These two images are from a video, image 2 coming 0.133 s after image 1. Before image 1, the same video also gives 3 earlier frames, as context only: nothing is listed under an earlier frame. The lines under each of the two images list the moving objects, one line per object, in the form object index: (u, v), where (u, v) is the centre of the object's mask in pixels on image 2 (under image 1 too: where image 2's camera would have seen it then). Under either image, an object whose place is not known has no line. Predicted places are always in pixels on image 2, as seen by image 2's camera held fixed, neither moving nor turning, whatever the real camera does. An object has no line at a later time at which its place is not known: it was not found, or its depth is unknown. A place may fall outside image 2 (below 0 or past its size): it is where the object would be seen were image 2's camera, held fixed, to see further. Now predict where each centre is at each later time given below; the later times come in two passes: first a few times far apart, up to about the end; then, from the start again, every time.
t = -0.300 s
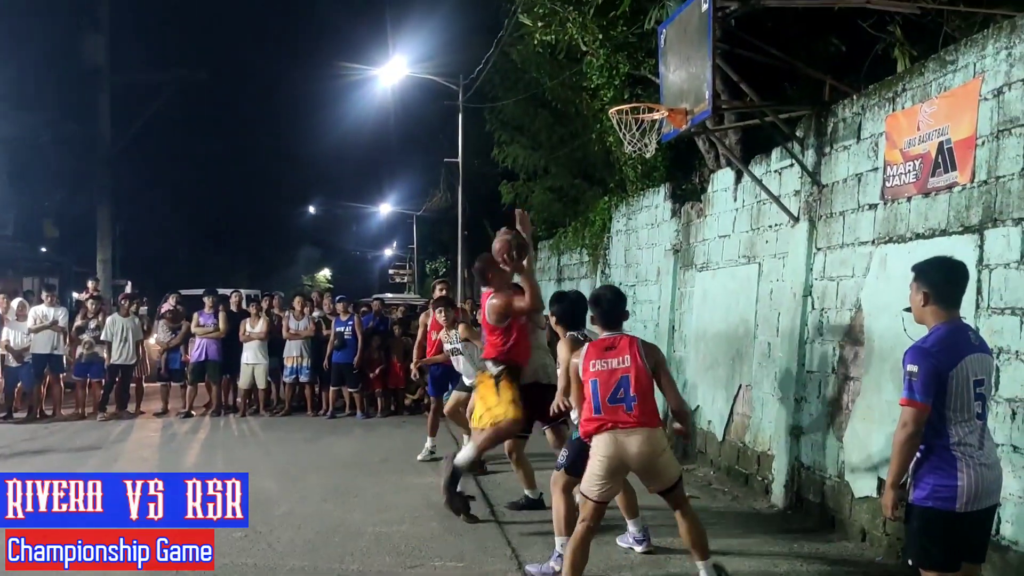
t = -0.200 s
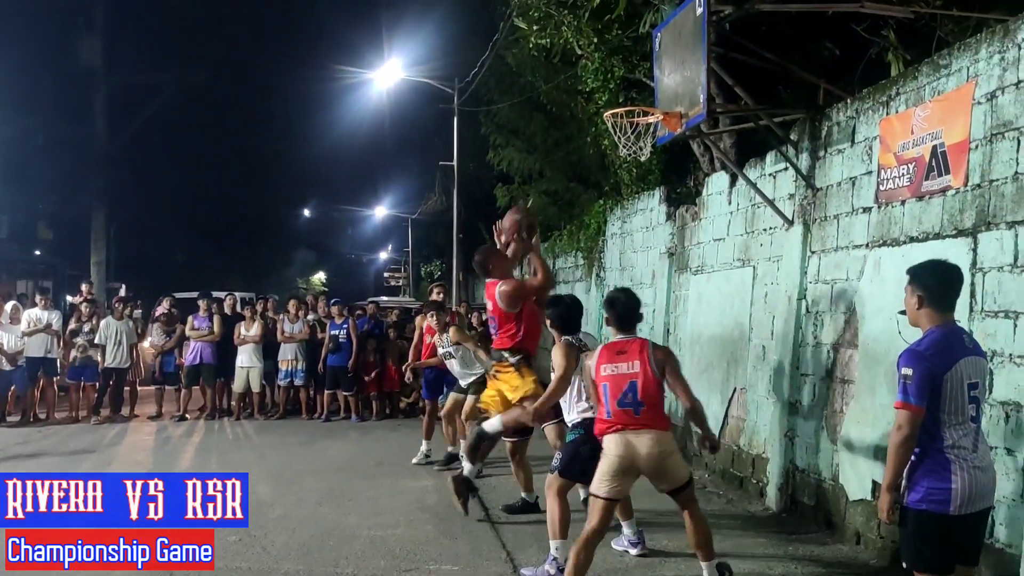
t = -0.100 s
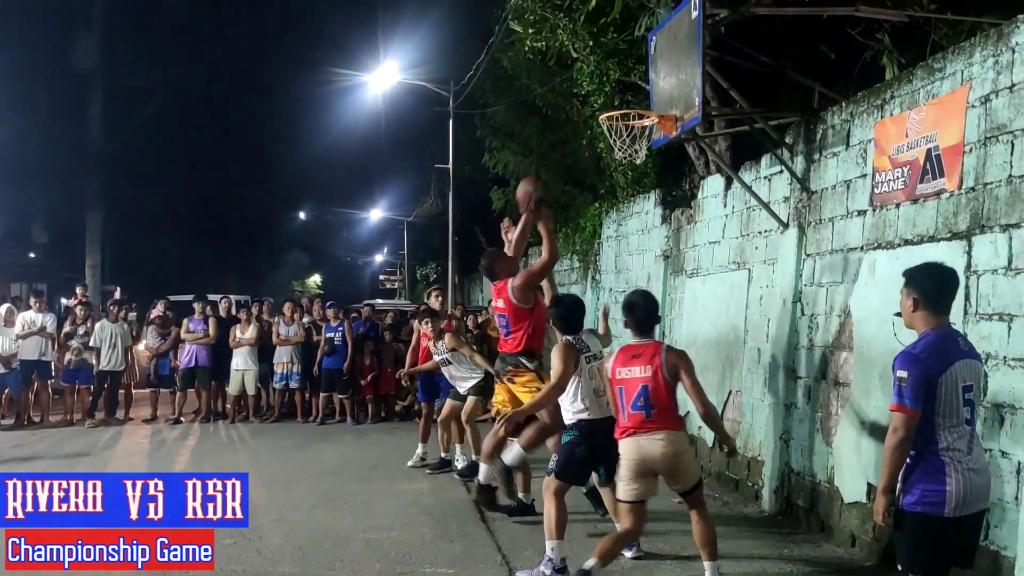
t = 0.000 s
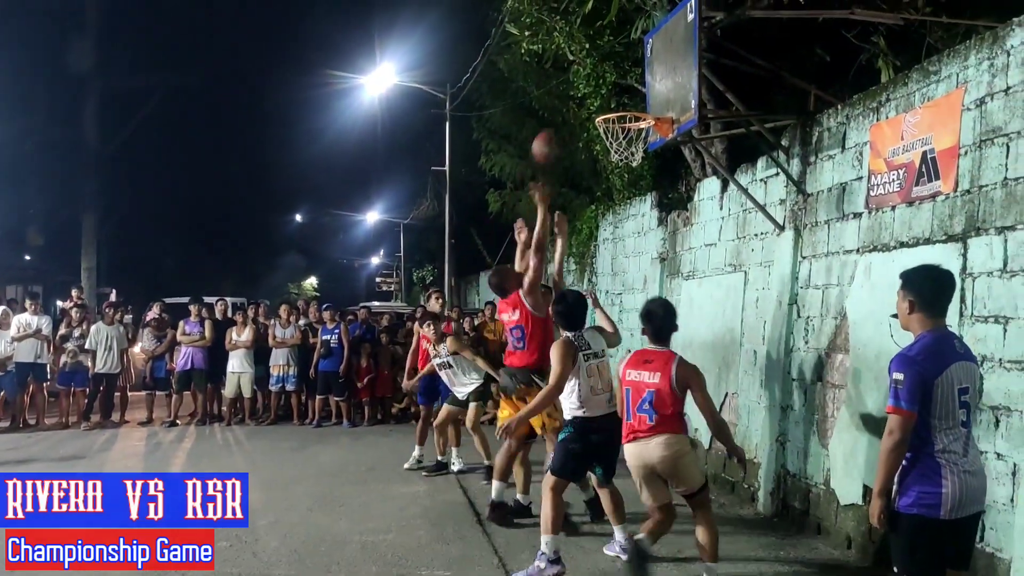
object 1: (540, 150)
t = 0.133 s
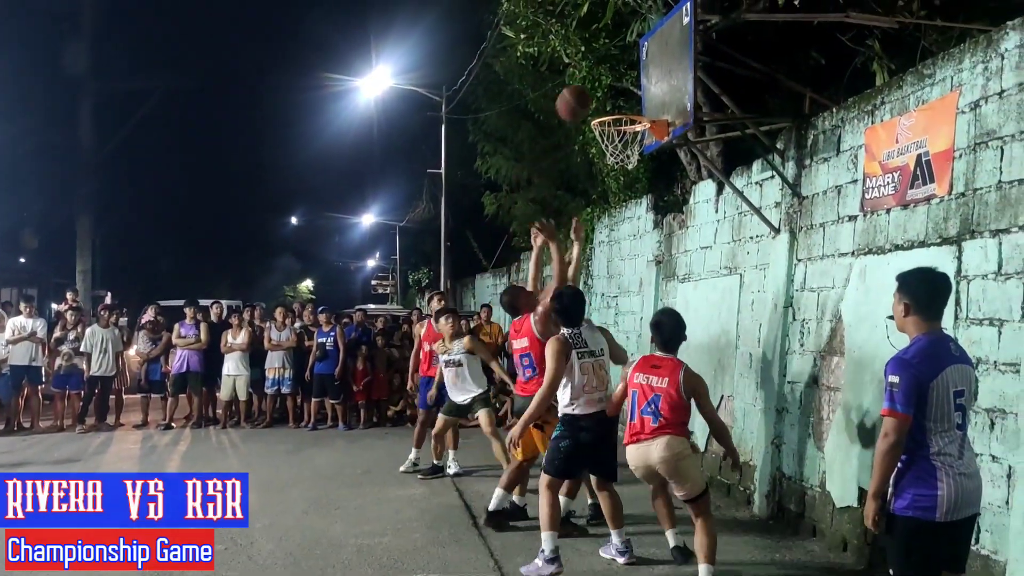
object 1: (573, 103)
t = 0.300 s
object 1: (606, 82)
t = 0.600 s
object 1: (643, 94)
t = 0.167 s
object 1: (580, 96)
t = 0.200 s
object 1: (586, 91)
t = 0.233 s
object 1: (593, 86)
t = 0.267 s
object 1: (600, 83)
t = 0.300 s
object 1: (606, 82)
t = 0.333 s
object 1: (612, 82)
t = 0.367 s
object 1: (619, 83)
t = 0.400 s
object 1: (625, 87)
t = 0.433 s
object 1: (631, 91)
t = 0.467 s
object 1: (637, 98)
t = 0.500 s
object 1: (643, 103)
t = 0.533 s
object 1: (643, 99)
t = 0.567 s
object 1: (643, 96)
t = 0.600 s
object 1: (643, 94)
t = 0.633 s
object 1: (643, 94)
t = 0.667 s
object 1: (644, 95)
